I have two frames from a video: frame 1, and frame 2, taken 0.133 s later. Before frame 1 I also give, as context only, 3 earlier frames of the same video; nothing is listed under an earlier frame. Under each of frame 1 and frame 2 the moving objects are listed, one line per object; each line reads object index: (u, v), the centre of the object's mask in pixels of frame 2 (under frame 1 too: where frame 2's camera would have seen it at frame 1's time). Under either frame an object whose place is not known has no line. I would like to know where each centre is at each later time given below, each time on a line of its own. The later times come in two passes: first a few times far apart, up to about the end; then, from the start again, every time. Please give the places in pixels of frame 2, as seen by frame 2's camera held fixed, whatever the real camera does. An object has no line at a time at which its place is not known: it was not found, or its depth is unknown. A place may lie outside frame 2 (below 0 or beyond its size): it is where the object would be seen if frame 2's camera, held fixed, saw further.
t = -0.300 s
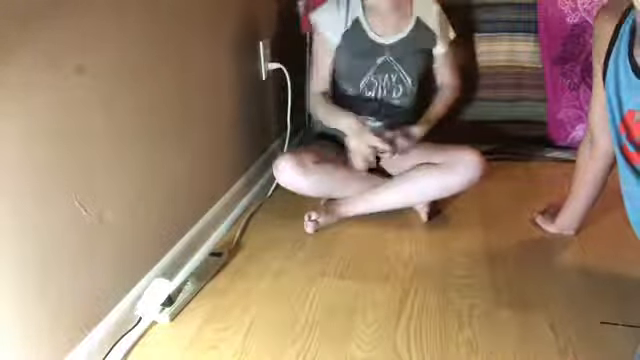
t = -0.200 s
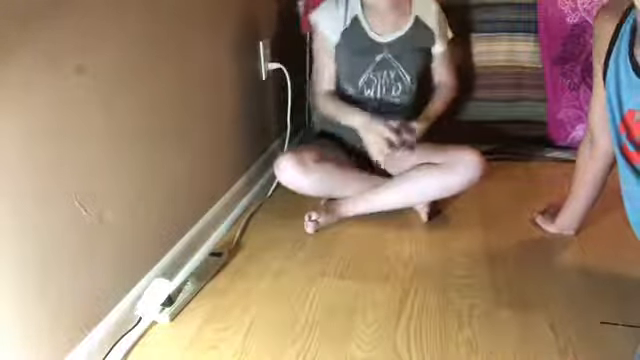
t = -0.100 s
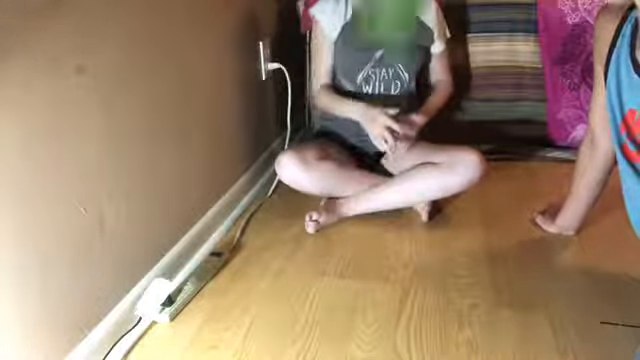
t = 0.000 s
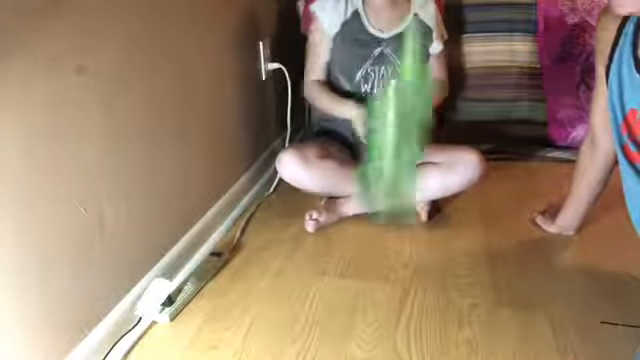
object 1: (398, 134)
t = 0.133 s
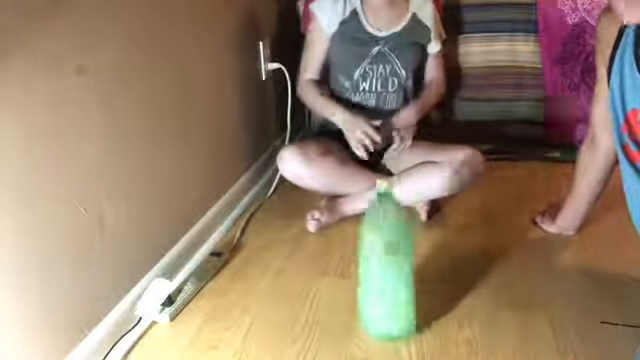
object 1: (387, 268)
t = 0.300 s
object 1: (376, 272)
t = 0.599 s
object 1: (374, 279)
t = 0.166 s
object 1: (384, 266)
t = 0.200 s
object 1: (383, 266)
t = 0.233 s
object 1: (379, 263)
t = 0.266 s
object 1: (377, 267)
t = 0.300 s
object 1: (376, 272)
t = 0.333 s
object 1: (374, 277)
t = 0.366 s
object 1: (372, 281)
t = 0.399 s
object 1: (372, 279)
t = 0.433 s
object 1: (372, 280)
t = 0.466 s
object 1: (373, 279)
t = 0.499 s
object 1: (373, 279)
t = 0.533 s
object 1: (373, 279)
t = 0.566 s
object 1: (374, 279)
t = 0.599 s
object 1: (374, 279)
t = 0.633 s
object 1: (376, 278)
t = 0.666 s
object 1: (377, 278)
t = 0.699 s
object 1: (378, 277)
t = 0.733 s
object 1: (379, 276)
